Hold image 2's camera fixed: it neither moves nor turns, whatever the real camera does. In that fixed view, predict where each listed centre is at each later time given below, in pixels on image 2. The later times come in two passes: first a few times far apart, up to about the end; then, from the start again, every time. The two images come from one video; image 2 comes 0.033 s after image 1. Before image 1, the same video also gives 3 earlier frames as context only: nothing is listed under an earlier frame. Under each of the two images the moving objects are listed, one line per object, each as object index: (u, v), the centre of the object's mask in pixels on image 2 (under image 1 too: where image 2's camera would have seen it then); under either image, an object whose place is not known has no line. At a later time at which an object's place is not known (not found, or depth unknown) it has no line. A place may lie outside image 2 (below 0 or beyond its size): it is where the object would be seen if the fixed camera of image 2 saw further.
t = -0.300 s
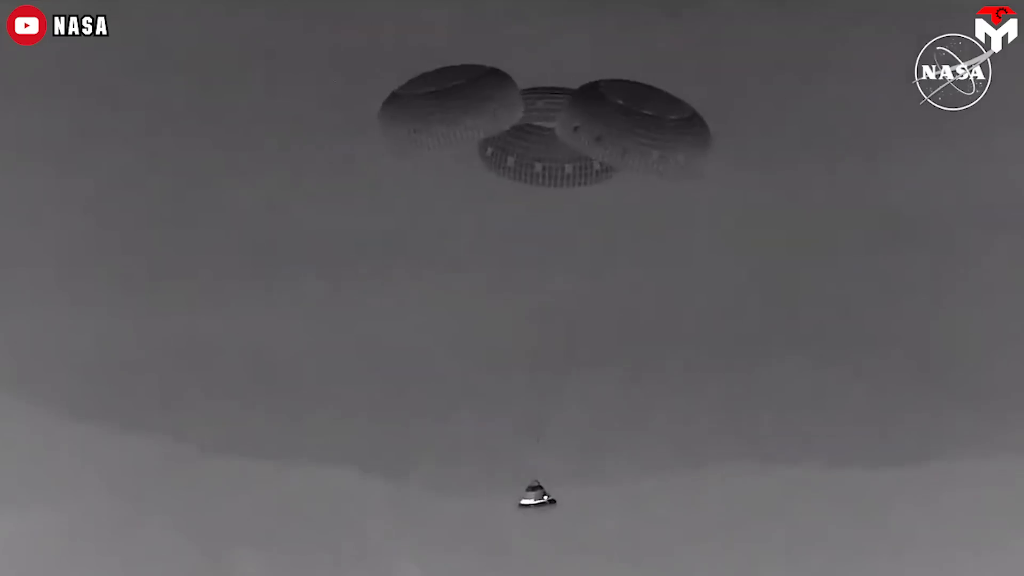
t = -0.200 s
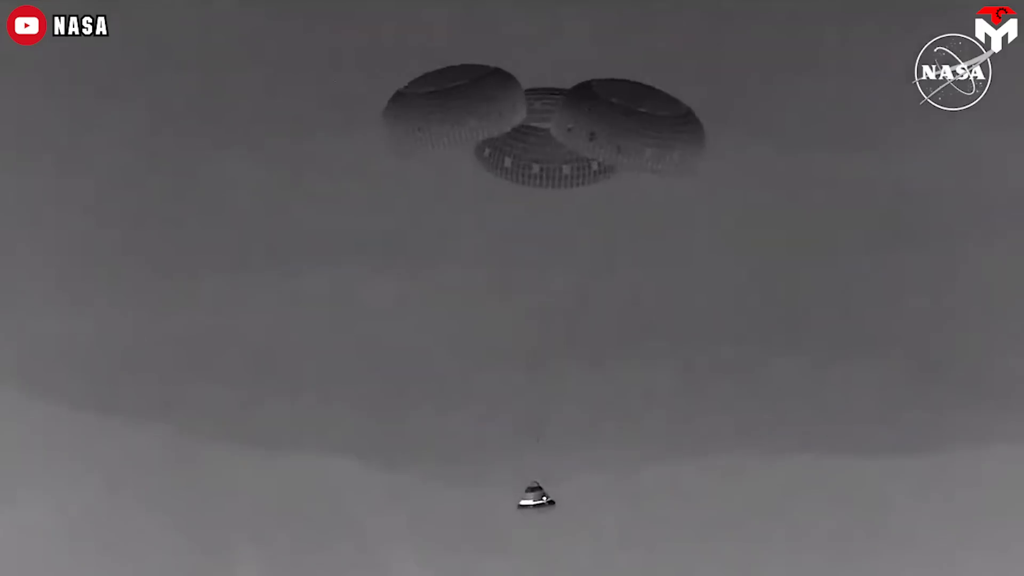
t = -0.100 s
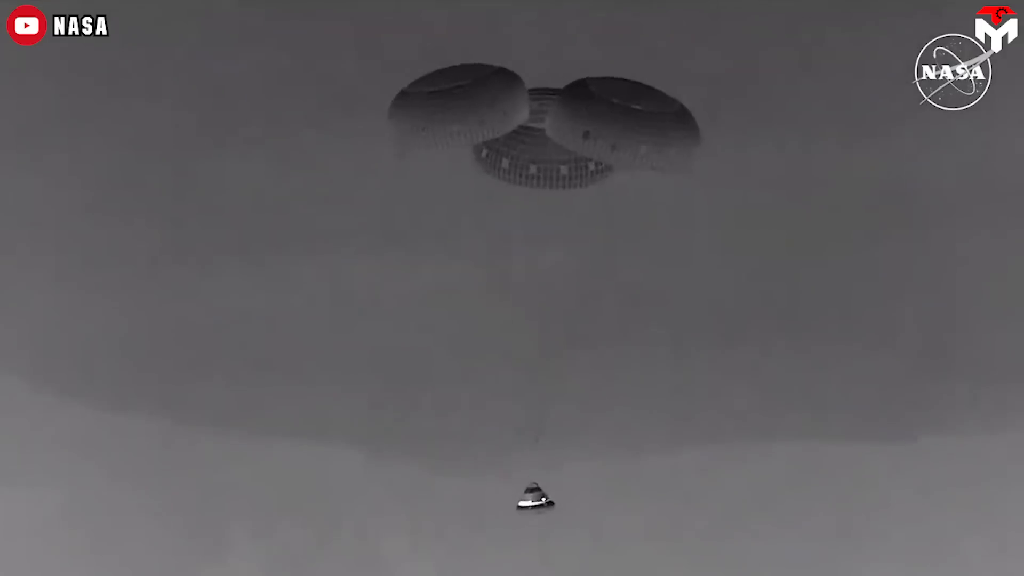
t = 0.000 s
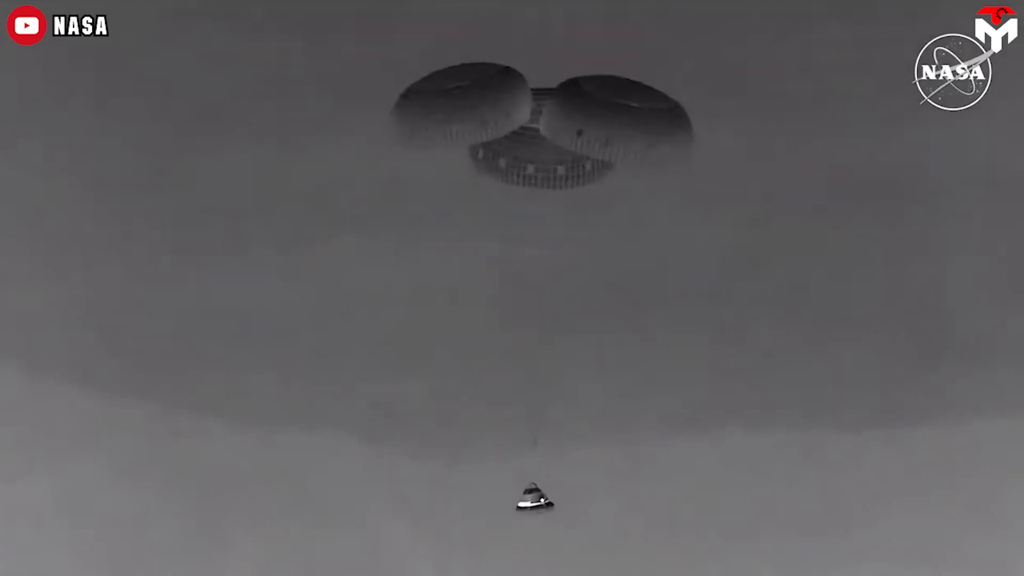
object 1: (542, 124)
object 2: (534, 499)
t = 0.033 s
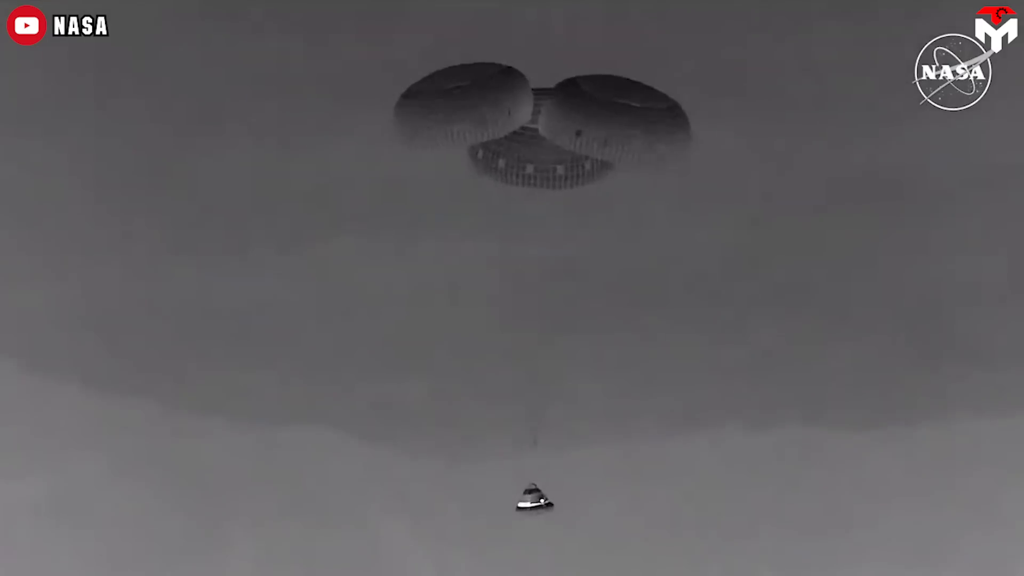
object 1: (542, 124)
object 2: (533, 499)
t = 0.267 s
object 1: (541, 121)
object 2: (533, 500)
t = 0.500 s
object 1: (539, 117)
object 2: (534, 499)
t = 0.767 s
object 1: (535, 115)
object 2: (534, 501)
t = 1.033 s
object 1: (533, 114)
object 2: (535, 503)
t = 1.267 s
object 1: (531, 115)
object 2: (535, 505)
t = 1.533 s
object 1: (529, 119)
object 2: (535, 510)
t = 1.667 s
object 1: (530, 121)
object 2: (536, 510)
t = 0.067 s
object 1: (542, 124)
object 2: (533, 499)
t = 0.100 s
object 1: (541, 123)
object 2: (533, 499)
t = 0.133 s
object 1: (541, 123)
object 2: (533, 499)
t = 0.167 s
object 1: (541, 123)
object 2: (533, 499)
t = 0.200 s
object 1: (541, 123)
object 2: (533, 499)
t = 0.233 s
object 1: (541, 122)
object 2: (533, 500)
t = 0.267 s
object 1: (541, 121)
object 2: (533, 500)
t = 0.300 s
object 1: (541, 121)
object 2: (533, 500)
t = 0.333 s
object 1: (540, 120)
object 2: (533, 500)
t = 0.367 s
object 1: (538, 119)
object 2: (533, 499)
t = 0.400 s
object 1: (538, 119)
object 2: (534, 499)
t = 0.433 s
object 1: (538, 118)
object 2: (534, 499)
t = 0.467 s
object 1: (537, 117)
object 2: (534, 499)
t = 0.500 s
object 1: (539, 117)
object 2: (534, 499)
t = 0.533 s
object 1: (538, 117)
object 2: (534, 499)
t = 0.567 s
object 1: (538, 116)
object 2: (534, 499)
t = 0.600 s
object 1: (537, 116)
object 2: (534, 500)
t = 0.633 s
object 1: (536, 116)
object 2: (534, 500)
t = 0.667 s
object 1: (536, 116)
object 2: (534, 500)
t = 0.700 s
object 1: (536, 115)
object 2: (534, 500)
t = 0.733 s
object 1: (536, 115)
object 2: (534, 500)
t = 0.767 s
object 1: (535, 115)
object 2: (534, 501)
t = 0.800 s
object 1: (534, 115)
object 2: (534, 501)
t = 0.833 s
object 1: (534, 115)
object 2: (534, 501)
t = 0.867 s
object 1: (534, 115)
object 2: (535, 501)
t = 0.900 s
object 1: (534, 114)
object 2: (535, 502)
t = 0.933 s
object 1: (533, 114)
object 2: (535, 502)
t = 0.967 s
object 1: (533, 115)
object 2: (535, 502)
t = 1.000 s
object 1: (533, 114)
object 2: (535, 503)
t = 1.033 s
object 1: (533, 114)
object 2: (535, 503)
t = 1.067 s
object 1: (532, 114)
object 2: (535, 504)
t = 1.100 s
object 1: (532, 115)
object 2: (535, 504)
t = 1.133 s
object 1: (532, 114)
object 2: (535, 504)
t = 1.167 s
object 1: (532, 114)
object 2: (535, 505)
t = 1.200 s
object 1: (532, 115)
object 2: (535, 505)
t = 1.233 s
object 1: (531, 115)
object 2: (535, 505)
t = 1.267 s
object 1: (531, 115)
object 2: (535, 505)
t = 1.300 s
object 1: (531, 116)
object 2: (535, 506)
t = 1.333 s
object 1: (531, 116)
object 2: (535, 507)
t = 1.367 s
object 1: (531, 117)
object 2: (535, 507)
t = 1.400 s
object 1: (530, 117)
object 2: (535, 508)
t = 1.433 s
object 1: (530, 118)
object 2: (535, 508)
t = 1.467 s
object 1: (529, 119)
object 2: (535, 509)
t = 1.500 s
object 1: (529, 118)
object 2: (535, 509)
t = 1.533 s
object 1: (529, 119)
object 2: (535, 510)
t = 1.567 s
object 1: (530, 120)
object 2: (536, 510)
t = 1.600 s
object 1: (530, 120)
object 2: (536, 510)
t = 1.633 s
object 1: (530, 120)
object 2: (536, 510)
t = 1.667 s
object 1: (530, 121)
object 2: (536, 510)
